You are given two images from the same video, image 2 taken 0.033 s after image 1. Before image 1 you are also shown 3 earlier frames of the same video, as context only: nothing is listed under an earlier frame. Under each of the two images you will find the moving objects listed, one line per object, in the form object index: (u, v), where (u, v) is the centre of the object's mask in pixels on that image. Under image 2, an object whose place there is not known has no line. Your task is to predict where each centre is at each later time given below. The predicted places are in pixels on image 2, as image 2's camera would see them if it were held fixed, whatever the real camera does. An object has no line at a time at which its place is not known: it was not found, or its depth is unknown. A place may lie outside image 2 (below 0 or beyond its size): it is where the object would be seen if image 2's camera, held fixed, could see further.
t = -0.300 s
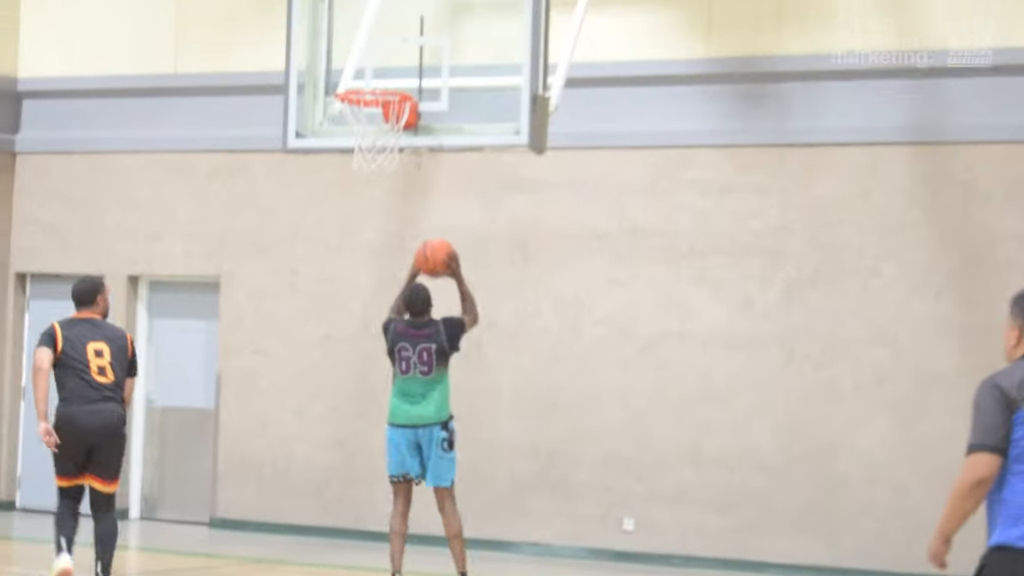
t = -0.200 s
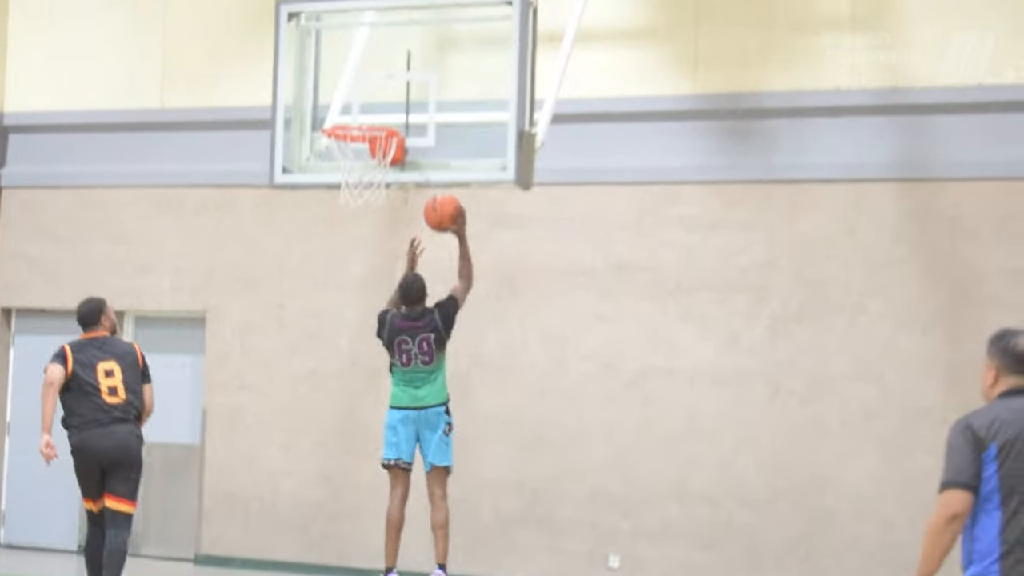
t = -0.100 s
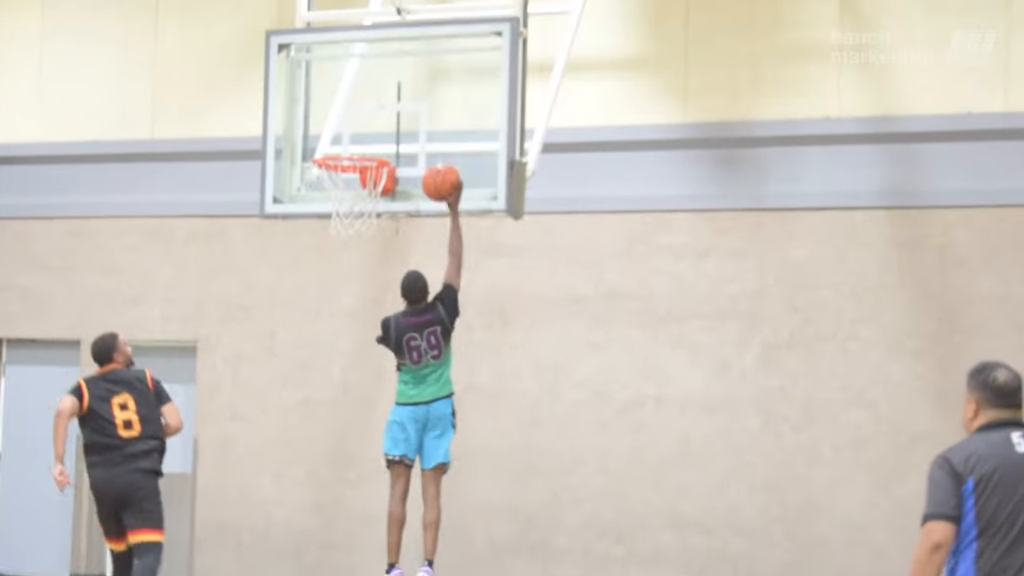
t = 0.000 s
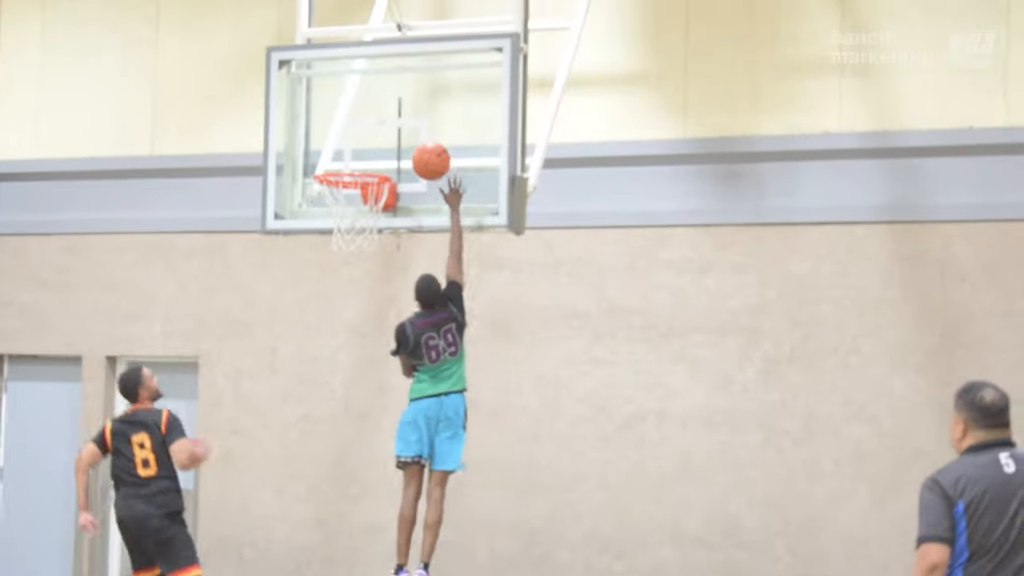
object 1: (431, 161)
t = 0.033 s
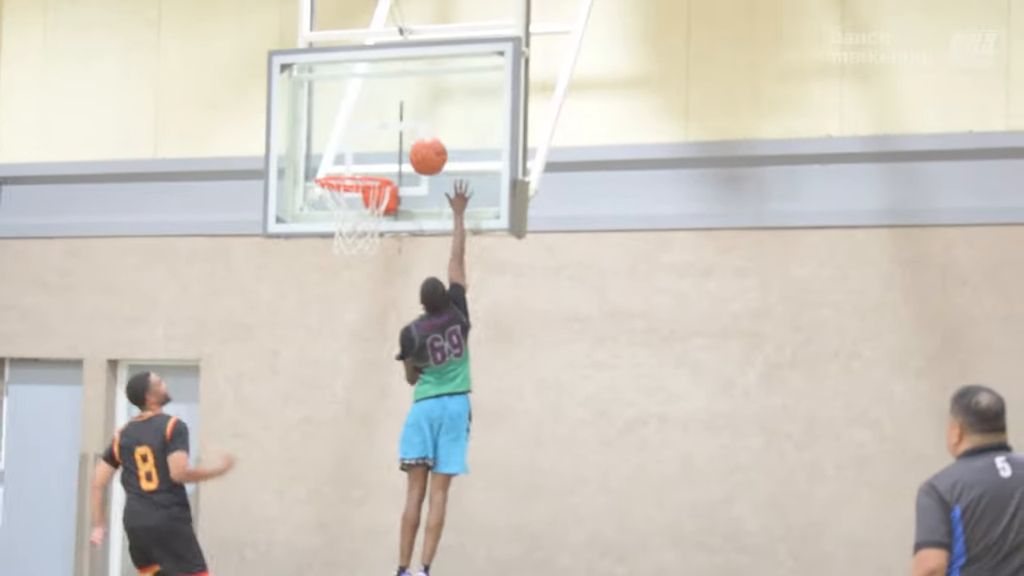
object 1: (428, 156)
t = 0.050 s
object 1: (426, 153)
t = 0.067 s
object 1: (423, 150)
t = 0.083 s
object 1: (421, 146)
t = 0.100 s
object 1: (418, 144)
